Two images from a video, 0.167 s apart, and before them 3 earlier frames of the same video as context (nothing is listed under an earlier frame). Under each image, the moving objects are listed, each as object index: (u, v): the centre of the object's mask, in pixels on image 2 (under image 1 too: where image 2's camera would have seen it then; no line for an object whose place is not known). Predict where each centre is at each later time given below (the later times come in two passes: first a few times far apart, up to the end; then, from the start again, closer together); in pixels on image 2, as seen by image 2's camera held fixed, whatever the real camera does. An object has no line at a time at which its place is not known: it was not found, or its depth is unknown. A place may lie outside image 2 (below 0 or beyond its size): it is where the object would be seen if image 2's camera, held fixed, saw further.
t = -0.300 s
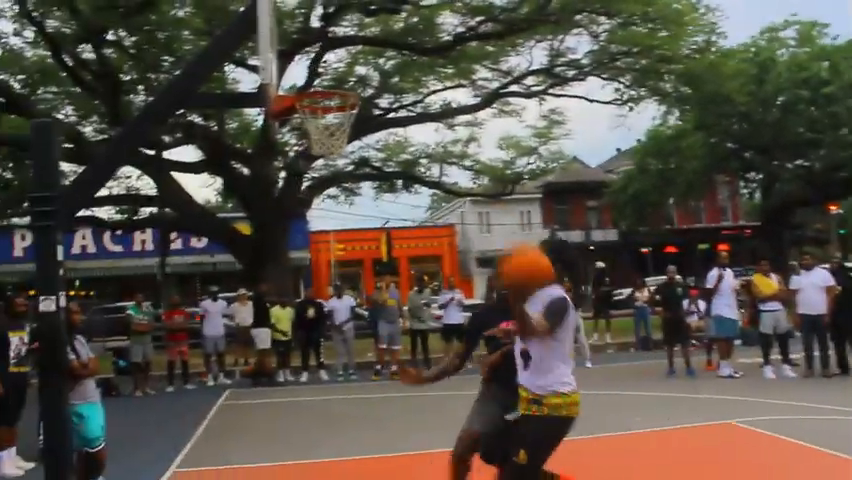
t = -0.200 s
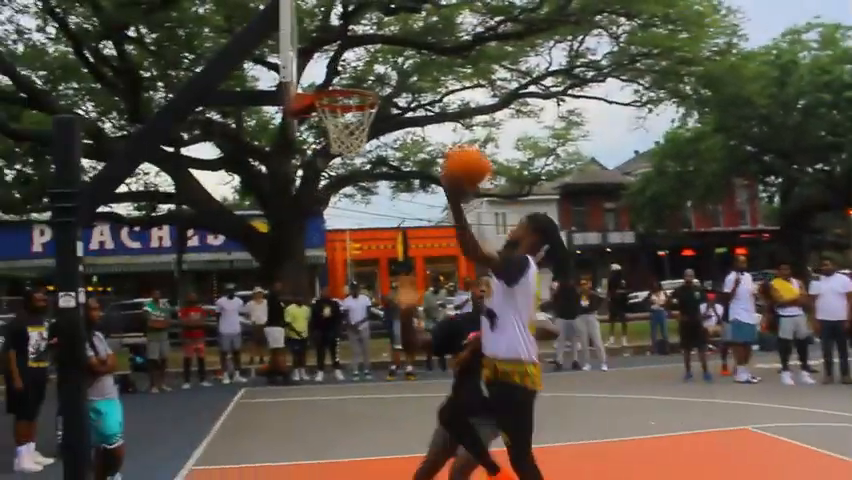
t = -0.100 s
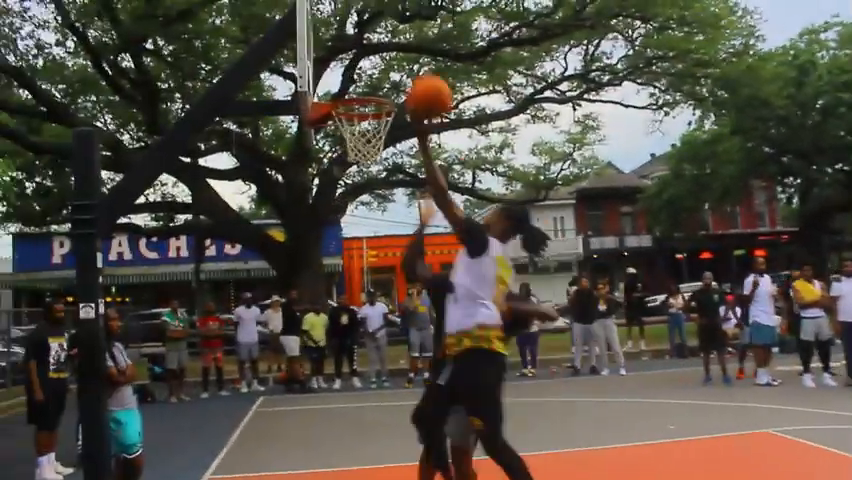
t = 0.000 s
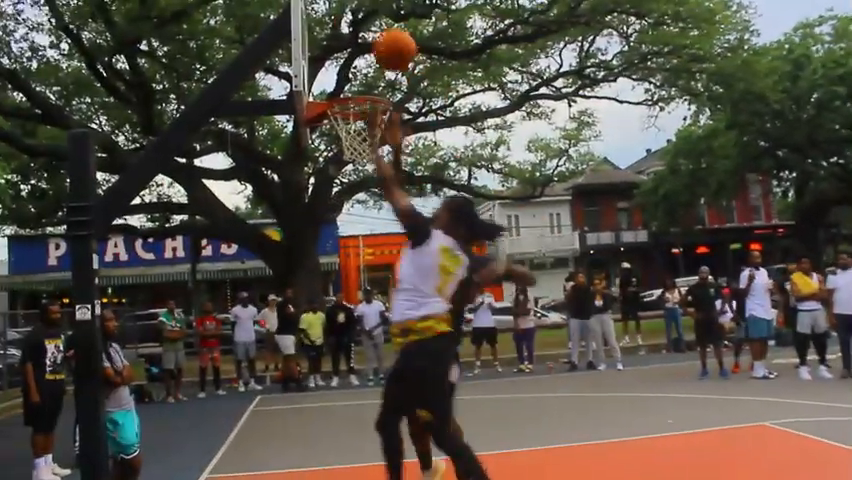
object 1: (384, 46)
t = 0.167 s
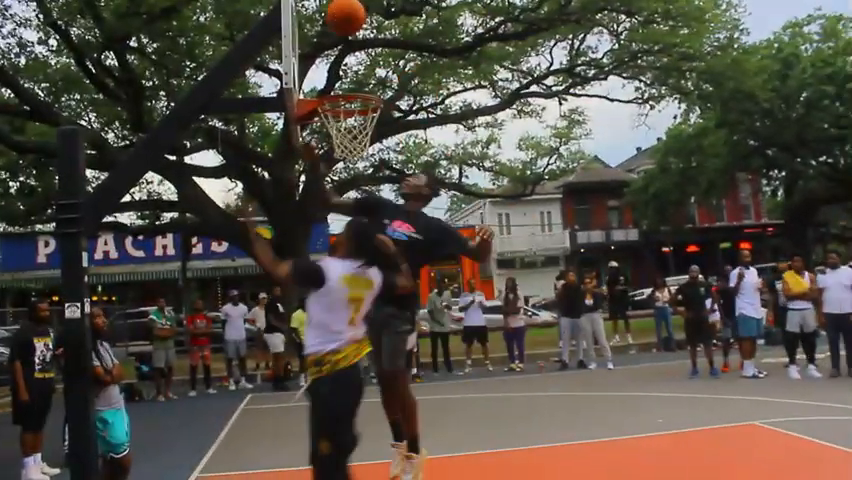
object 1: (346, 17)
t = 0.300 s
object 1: (321, 22)
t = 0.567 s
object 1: (329, 68)
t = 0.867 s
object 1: (364, 150)
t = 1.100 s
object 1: (396, 227)
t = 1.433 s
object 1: (451, 460)
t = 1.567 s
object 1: (462, 435)
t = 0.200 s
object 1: (339, 16)
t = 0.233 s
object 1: (333, 17)
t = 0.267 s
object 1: (327, 18)
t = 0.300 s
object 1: (321, 22)
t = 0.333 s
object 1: (316, 28)
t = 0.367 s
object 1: (311, 32)
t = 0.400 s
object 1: (312, 36)
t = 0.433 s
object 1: (315, 40)
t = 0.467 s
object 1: (319, 45)
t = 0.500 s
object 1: (323, 52)
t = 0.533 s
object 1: (326, 59)
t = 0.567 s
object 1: (329, 68)
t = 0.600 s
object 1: (332, 79)
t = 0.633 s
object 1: (336, 85)
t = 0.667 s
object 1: (340, 105)
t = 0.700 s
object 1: (344, 115)
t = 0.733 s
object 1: (348, 126)
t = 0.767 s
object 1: (351, 138)
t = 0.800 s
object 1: (355, 140)
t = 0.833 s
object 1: (358, 144)
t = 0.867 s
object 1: (364, 150)
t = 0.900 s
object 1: (368, 157)
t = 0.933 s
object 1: (374, 166)
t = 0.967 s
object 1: (377, 174)
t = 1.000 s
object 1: (383, 184)
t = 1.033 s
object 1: (386, 196)
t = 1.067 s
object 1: (391, 211)
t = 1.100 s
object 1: (396, 227)
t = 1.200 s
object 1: (412, 280)
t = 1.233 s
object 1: (418, 303)
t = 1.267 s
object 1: (423, 323)
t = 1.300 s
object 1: (428, 349)
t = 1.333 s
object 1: (434, 376)
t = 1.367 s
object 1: (439, 403)
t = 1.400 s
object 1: (446, 431)
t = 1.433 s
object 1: (451, 460)
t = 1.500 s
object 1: (459, 479)
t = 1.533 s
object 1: (461, 455)
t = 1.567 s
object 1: (462, 435)
